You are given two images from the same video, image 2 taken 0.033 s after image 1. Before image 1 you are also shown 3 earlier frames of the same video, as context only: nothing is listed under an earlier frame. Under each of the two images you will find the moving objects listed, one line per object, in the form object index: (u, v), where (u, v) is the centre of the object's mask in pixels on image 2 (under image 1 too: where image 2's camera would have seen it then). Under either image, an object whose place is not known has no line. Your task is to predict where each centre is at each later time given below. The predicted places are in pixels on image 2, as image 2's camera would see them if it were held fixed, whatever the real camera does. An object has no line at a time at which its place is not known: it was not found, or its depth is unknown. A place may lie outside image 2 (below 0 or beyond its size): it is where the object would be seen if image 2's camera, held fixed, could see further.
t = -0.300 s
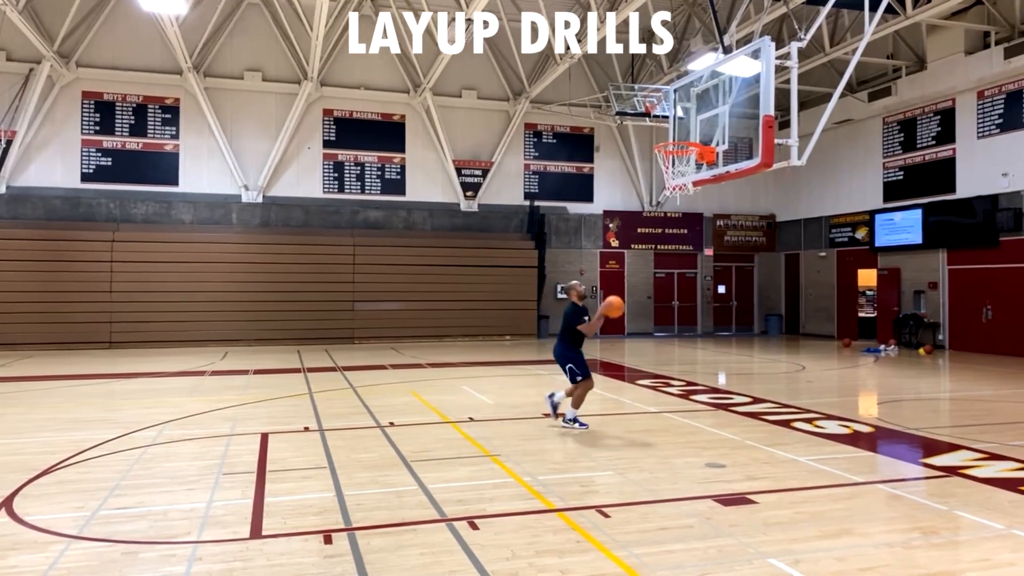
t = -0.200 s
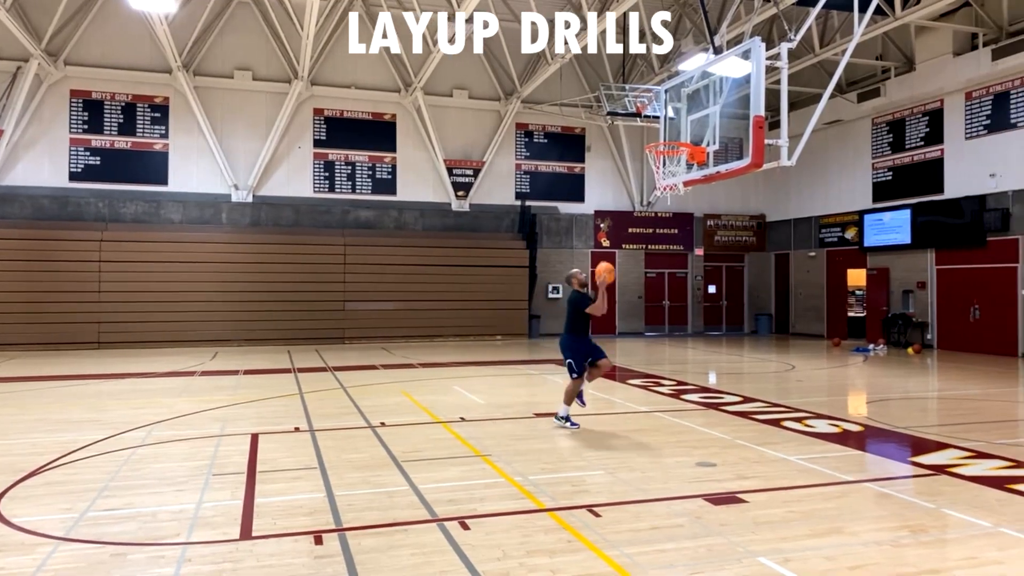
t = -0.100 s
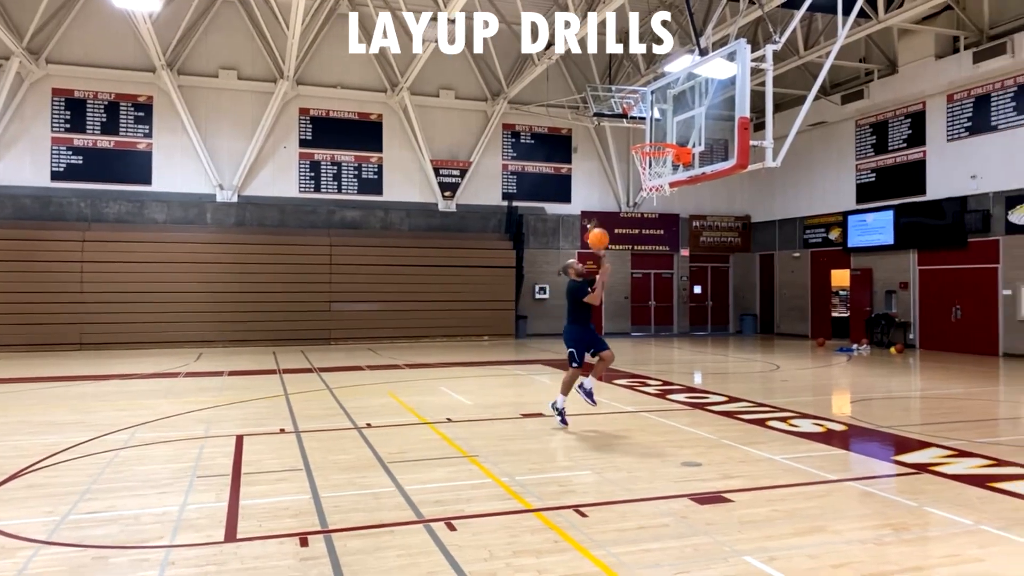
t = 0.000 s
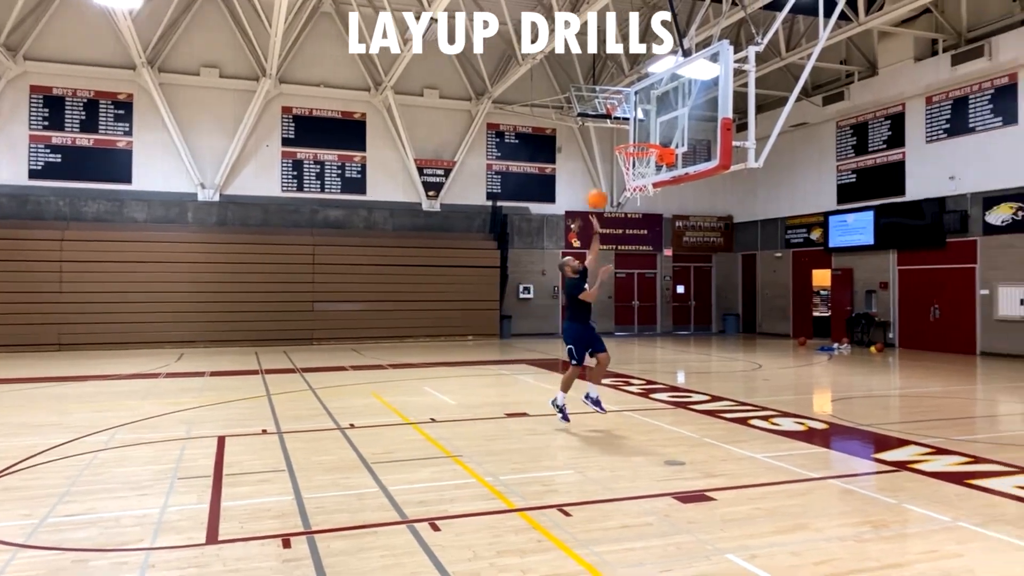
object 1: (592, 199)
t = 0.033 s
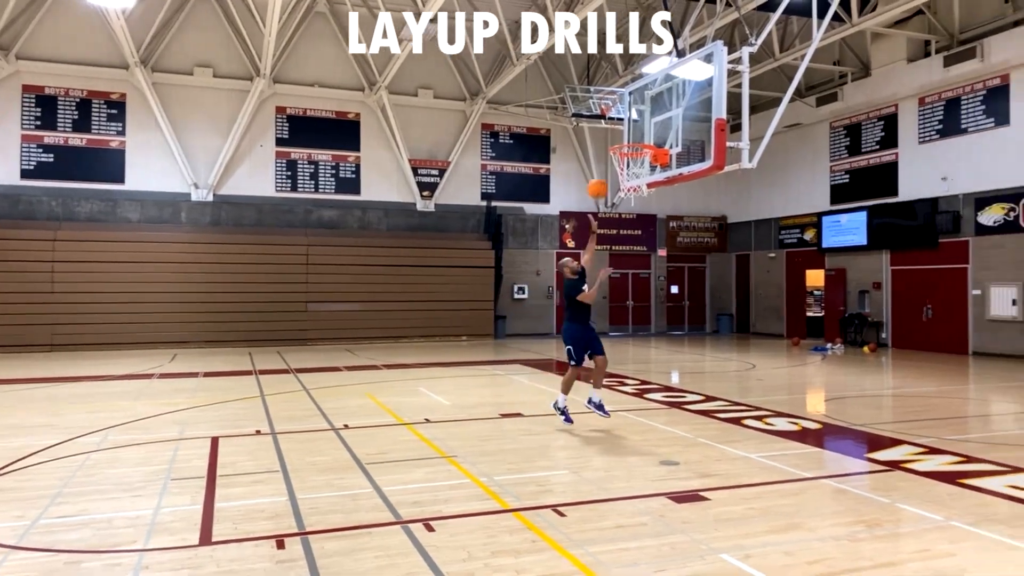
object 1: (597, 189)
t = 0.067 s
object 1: (603, 177)
